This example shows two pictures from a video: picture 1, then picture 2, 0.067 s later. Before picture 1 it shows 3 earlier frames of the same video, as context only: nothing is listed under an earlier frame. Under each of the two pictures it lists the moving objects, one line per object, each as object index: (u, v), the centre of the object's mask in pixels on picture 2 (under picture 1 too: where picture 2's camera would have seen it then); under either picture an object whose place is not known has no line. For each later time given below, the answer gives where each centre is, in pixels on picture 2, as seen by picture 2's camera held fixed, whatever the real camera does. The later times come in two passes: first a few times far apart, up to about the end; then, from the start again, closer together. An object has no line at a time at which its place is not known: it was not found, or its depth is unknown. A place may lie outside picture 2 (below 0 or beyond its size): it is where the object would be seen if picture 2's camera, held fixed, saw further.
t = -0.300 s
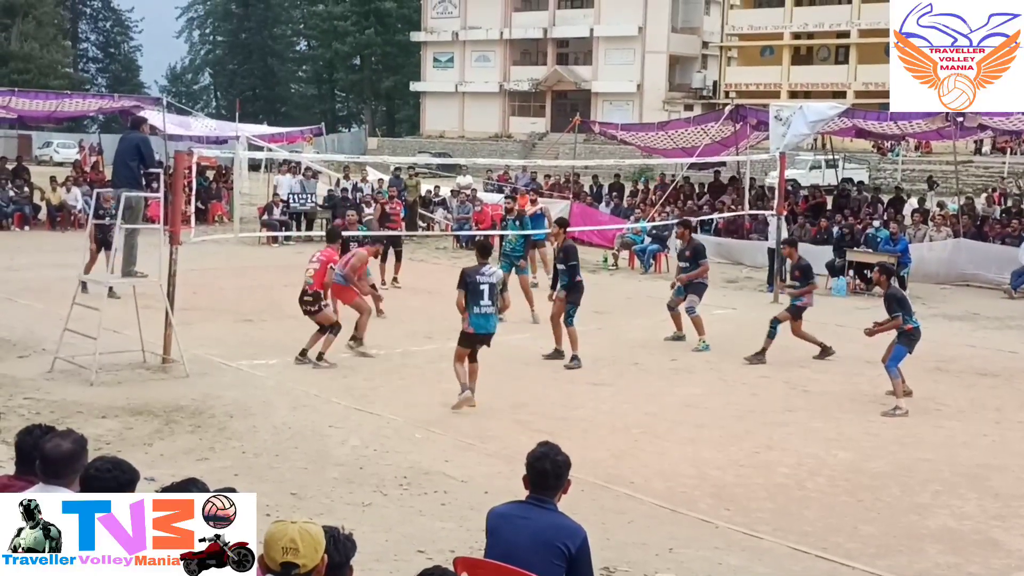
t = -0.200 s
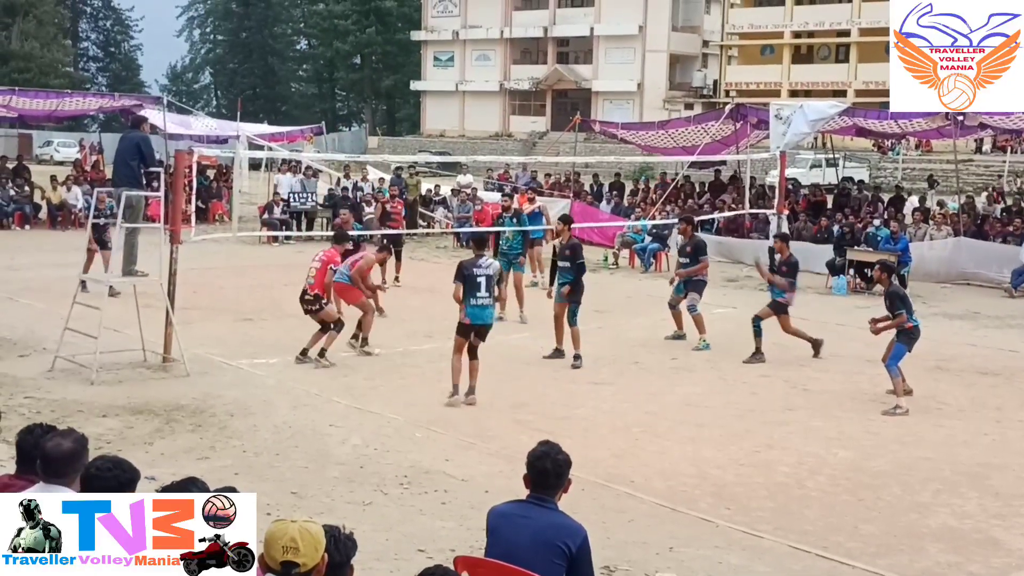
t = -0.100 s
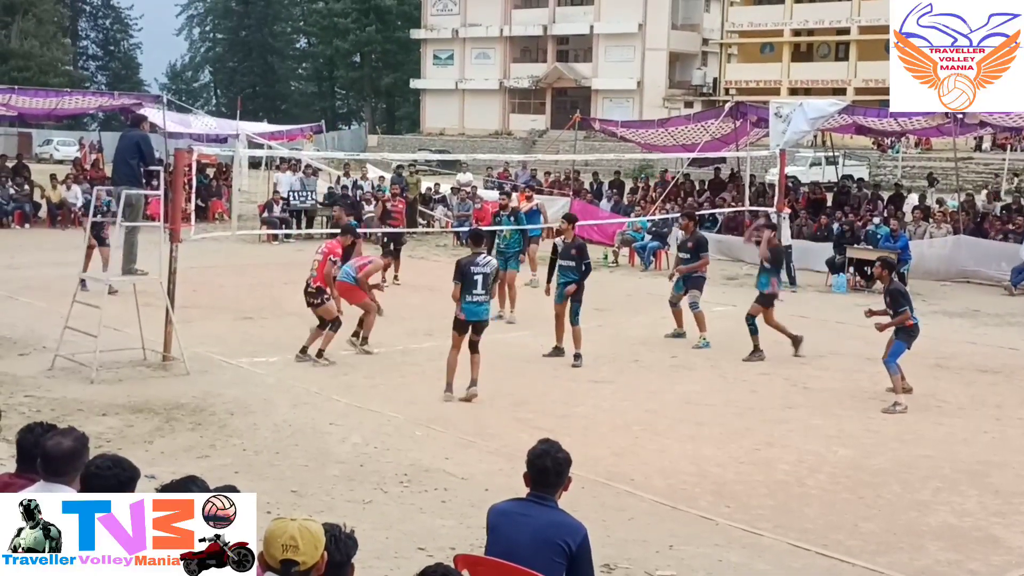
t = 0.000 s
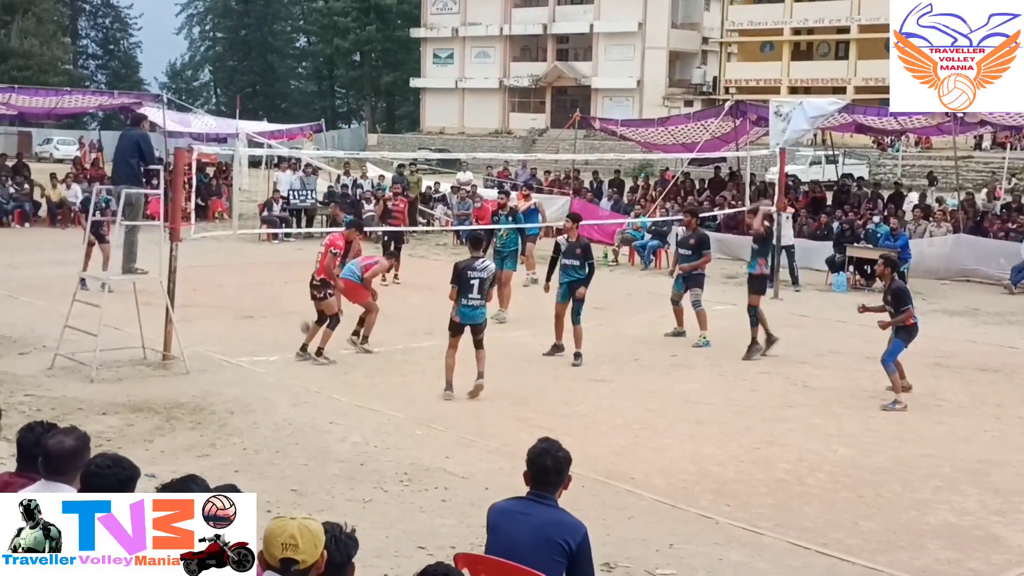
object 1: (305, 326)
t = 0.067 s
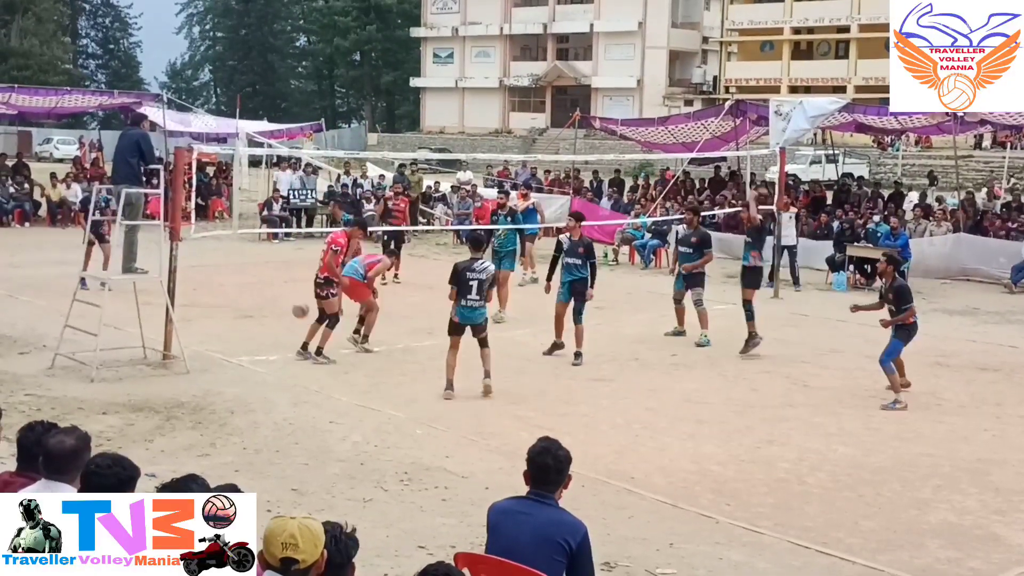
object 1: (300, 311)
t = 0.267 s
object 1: (276, 283)
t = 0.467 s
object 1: (251, 288)
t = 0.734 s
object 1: (221, 329)
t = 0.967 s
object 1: (201, 297)
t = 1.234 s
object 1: (181, 312)
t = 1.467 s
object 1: (161, 305)
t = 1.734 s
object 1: (150, 308)
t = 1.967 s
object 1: (137, 307)
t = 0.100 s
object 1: (296, 304)
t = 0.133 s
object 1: (292, 298)
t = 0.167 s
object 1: (288, 293)
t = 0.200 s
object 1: (284, 289)
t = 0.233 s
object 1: (280, 286)
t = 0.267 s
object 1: (276, 283)
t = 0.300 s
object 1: (272, 282)
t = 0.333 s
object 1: (268, 281)
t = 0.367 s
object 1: (264, 282)
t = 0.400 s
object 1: (259, 282)
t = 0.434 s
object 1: (255, 285)
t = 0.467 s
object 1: (251, 288)
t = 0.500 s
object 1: (247, 292)
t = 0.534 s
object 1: (243, 297)
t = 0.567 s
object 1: (239, 302)
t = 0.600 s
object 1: (235, 309)
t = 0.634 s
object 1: (231, 318)
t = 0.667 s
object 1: (227, 325)
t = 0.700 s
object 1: (224, 335)
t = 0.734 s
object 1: (221, 329)
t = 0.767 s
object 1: (218, 322)
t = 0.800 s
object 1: (215, 315)
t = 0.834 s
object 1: (212, 310)
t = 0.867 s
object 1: (209, 305)
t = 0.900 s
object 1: (206, 301)
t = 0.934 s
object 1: (203, 299)
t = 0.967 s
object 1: (201, 297)
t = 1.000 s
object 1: (198, 296)
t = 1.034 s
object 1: (195, 296)
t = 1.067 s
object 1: (193, 297)
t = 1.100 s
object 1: (191, 299)
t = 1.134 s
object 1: (188, 301)
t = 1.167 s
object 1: (185, 305)
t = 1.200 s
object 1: (183, 308)
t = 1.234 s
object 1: (181, 312)
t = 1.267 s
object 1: (180, 318)
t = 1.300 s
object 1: (179, 326)
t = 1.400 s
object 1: (163, 311)
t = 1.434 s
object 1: (162, 308)
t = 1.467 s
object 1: (161, 305)
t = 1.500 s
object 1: (160, 302)
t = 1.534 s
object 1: (159, 300)
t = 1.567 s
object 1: (158, 299)
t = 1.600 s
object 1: (157, 299)
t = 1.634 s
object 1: (155, 299)
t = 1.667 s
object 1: (154, 301)
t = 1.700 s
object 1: (152, 304)
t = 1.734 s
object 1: (150, 308)
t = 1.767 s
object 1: (148, 312)
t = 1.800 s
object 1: (147, 317)
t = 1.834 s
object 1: (146, 320)
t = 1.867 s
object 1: (143, 316)
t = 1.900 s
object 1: (141, 312)
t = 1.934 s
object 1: (139, 308)
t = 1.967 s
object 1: (137, 307)
